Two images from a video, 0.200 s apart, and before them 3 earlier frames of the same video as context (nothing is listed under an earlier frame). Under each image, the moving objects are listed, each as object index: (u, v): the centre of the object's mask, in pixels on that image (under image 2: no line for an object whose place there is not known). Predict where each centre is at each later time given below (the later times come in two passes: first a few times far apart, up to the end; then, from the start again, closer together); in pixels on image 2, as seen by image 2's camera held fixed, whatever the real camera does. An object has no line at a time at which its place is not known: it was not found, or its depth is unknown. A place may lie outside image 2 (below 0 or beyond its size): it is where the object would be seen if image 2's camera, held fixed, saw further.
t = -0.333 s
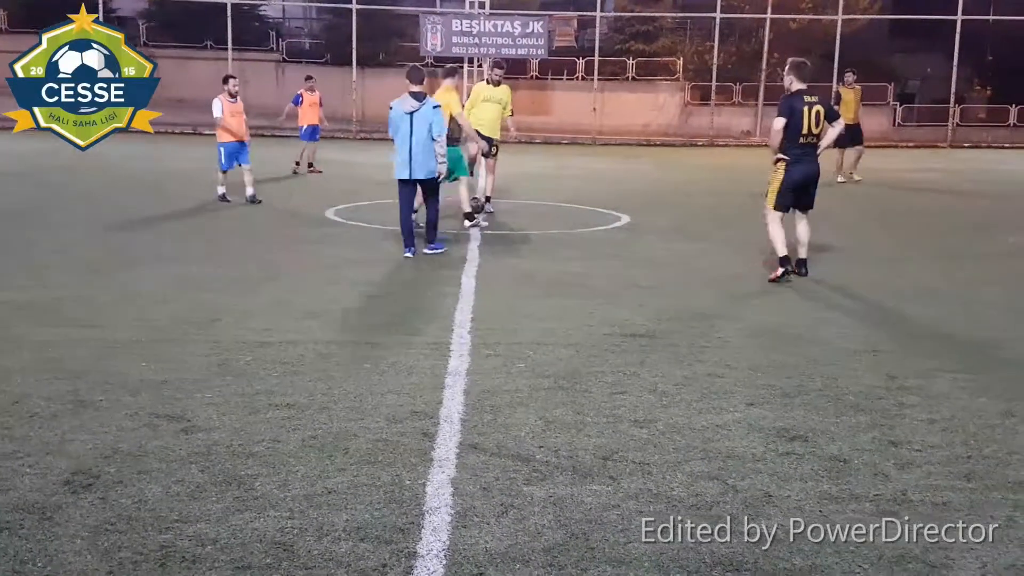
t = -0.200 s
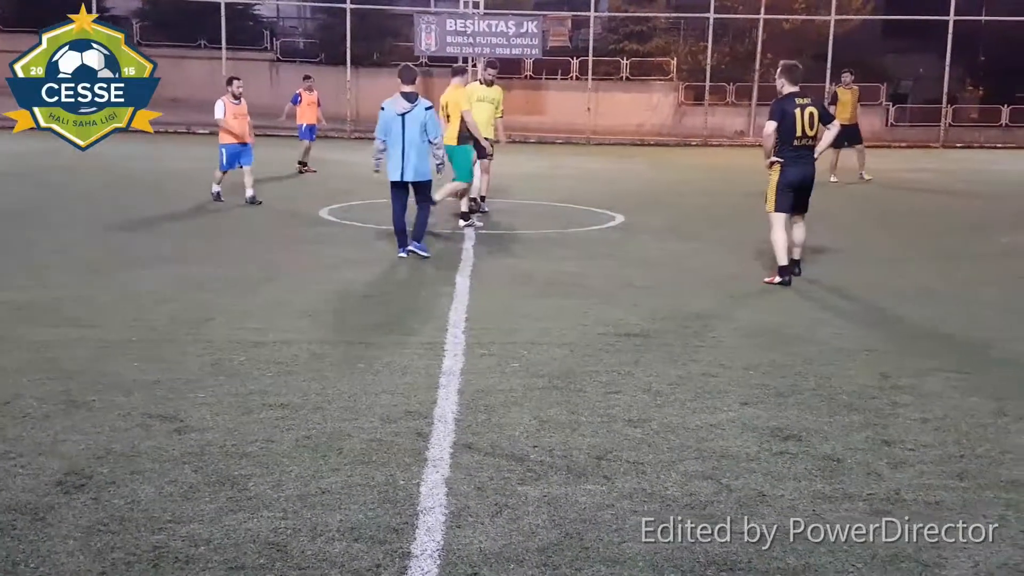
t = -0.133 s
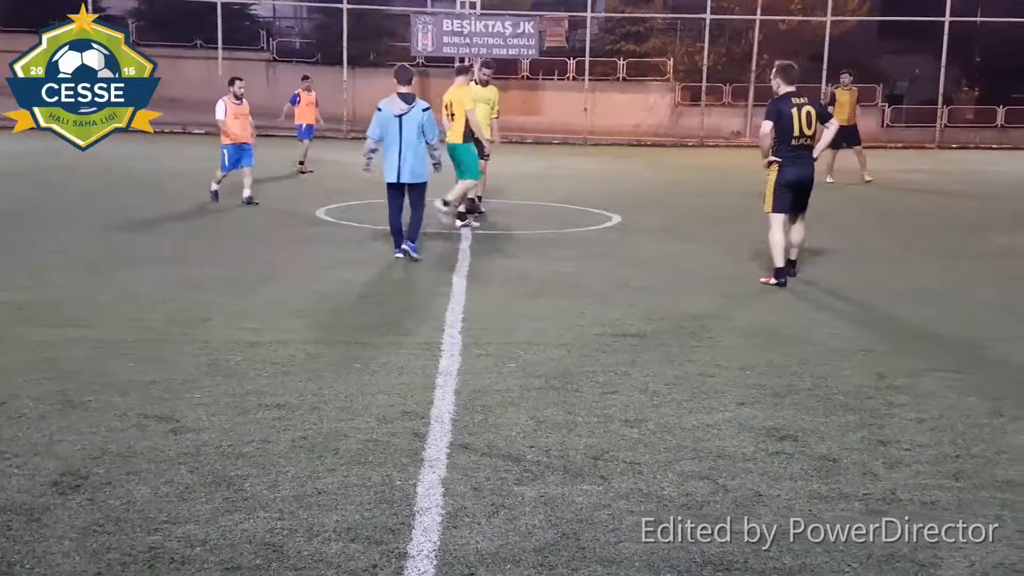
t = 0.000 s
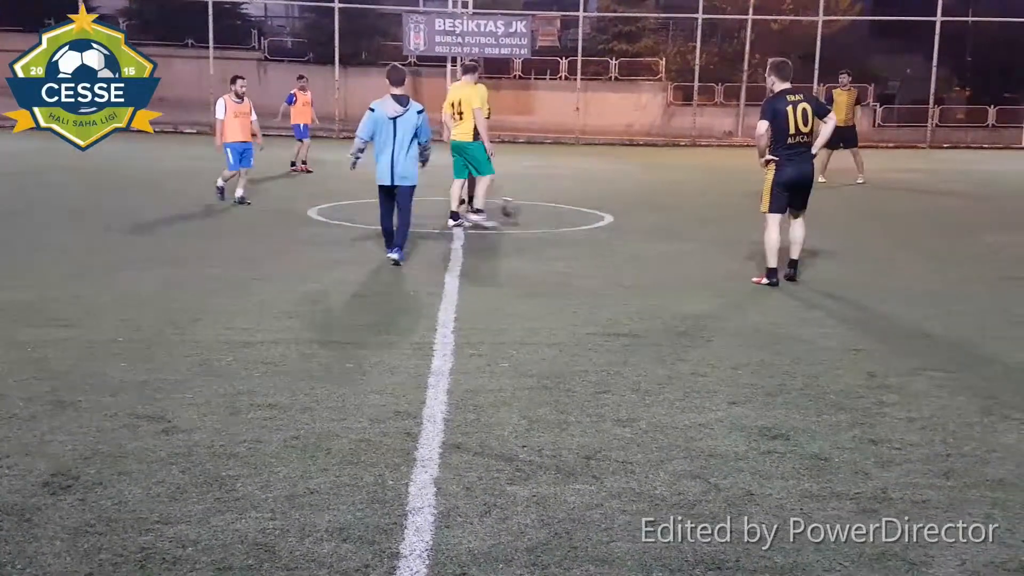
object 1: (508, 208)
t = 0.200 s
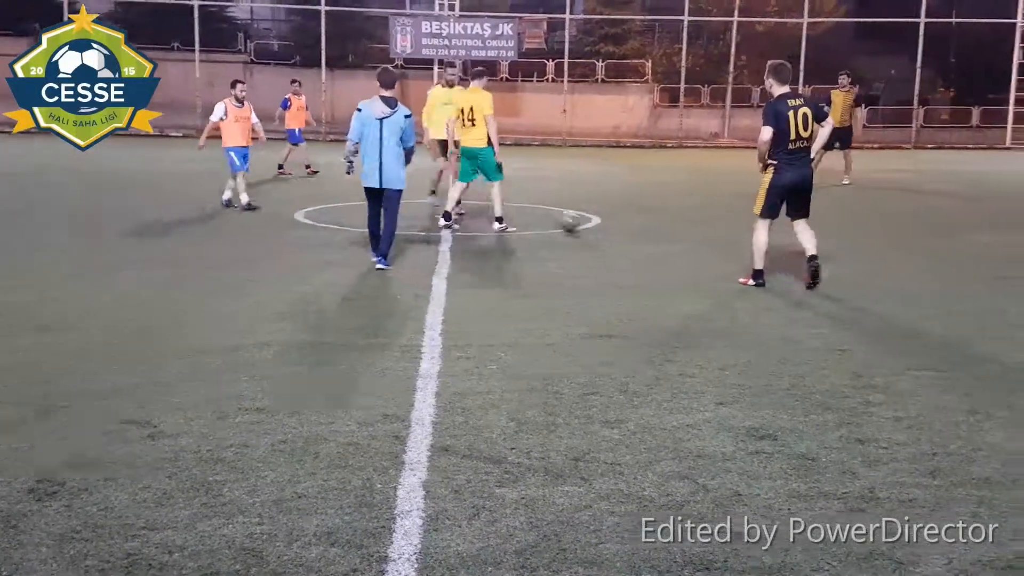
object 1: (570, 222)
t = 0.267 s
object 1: (594, 227)
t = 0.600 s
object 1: (698, 240)
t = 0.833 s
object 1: (774, 254)
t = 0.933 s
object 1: (809, 258)
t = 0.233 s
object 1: (582, 225)
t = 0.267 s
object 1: (594, 227)
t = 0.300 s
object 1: (605, 228)
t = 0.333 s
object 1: (616, 229)
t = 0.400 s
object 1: (637, 234)
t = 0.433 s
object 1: (647, 233)
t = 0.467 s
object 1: (657, 233)
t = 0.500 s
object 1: (668, 235)
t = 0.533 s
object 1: (678, 237)
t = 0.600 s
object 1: (698, 240)
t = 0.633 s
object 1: (709, 241)
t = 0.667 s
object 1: (719, 242)
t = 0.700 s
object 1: (730, 245)
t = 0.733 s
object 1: (741, 248)
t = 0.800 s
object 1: (763, 251)
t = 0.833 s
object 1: (774, 254)
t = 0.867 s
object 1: (785, 255)
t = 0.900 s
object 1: (797, 256)
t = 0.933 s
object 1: (809, 258)
